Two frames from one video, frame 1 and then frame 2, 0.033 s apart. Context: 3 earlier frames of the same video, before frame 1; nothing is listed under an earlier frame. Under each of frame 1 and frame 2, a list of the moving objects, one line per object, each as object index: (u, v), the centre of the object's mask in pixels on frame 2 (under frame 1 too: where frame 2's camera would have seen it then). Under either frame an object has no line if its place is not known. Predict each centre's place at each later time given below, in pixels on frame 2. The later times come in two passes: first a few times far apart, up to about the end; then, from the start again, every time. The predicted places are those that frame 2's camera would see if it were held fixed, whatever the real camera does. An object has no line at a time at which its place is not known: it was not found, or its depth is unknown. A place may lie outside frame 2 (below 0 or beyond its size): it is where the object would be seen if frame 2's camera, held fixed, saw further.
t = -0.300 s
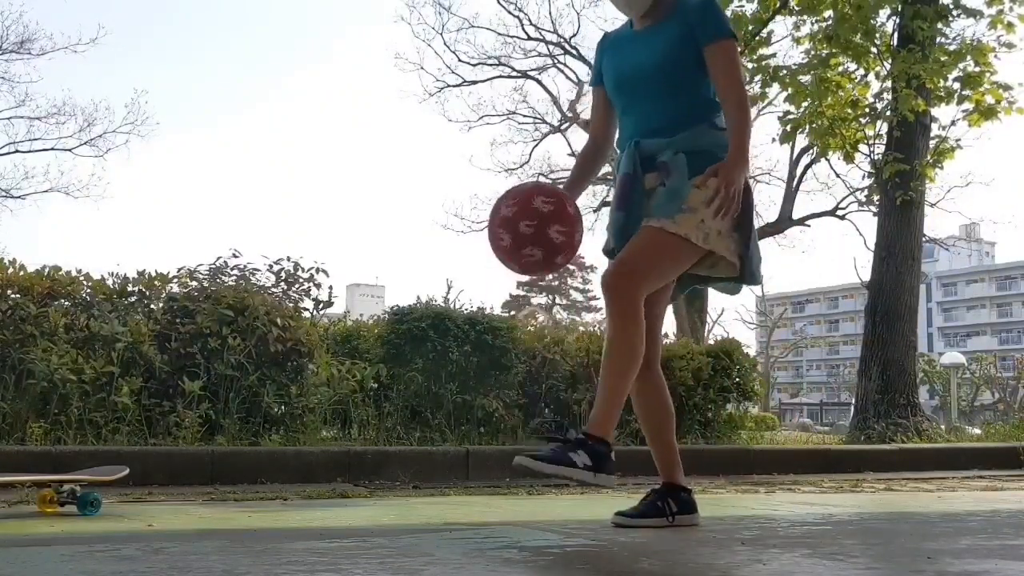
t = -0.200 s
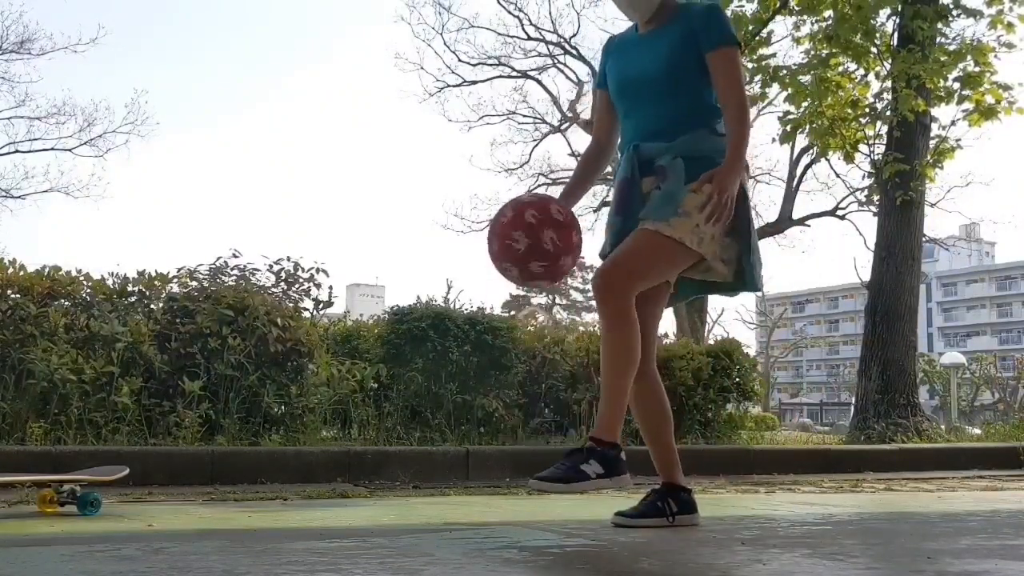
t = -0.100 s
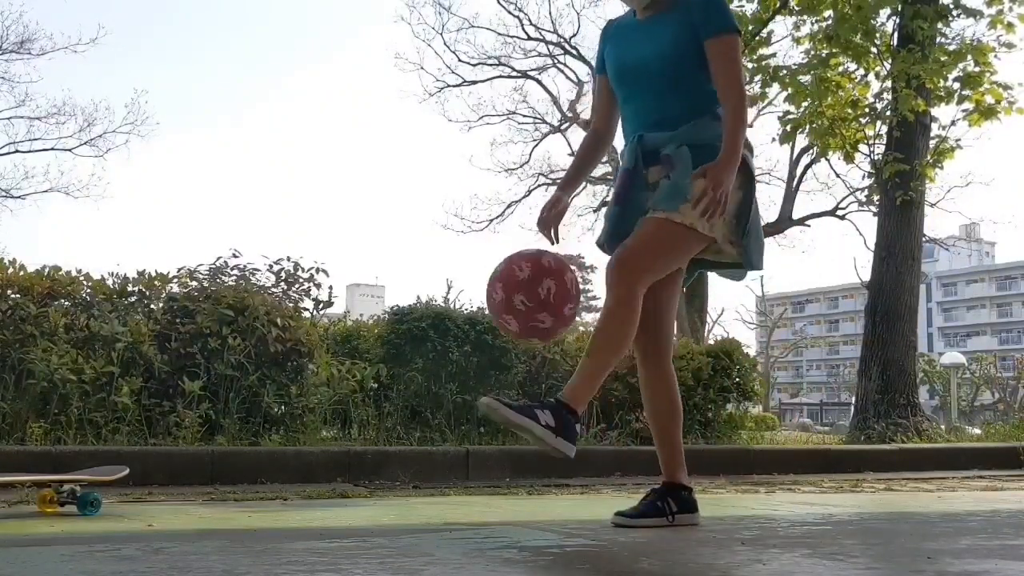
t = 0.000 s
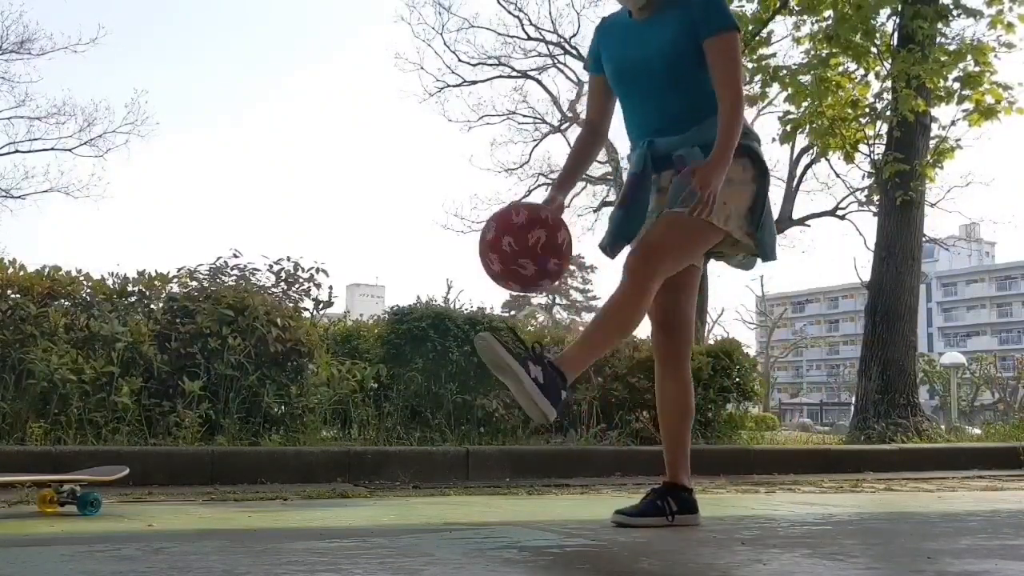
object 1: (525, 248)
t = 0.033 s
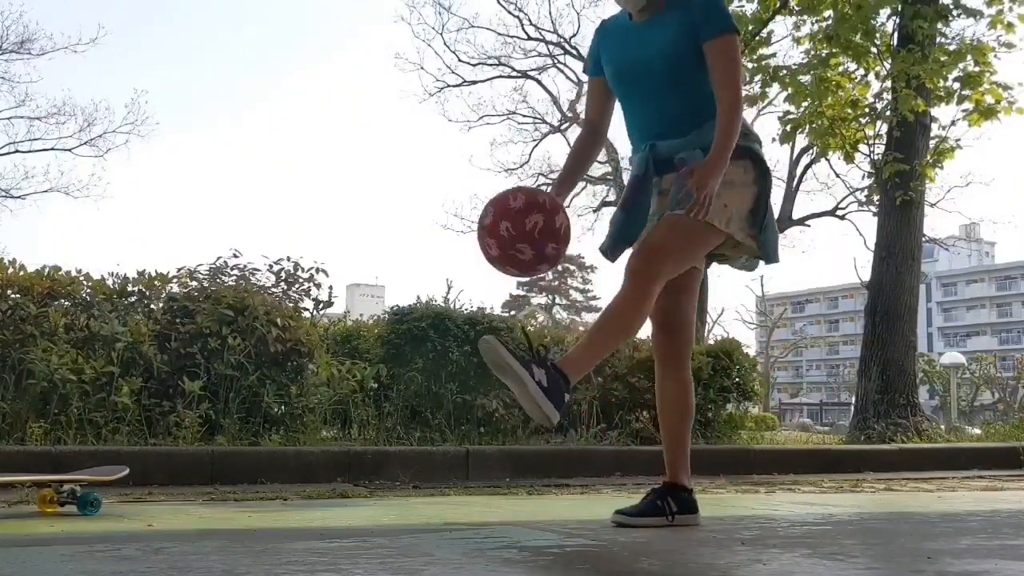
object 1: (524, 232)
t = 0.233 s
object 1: (504, 134)
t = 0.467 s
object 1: (475, 235)
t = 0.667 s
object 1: (447, 467)
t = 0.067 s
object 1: (520, 204)
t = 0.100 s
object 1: (517, 181)
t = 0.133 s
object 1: (514, 162)
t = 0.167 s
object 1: (511, 148)
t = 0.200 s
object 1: (507, 139)
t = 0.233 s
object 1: (504, 134)
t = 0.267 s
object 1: (500, 133)
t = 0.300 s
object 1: (496, 138)
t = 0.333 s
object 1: (492, 147)
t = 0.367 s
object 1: (488, 161)
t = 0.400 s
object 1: (484, 181)
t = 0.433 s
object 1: (478, 205)
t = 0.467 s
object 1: (475, 235)
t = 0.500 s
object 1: (470, 270)
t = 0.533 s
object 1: (465, 311)
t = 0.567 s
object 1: (460, 358)
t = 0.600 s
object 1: (455, 411)
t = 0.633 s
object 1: (449, 471)
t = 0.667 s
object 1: (447, 467)
